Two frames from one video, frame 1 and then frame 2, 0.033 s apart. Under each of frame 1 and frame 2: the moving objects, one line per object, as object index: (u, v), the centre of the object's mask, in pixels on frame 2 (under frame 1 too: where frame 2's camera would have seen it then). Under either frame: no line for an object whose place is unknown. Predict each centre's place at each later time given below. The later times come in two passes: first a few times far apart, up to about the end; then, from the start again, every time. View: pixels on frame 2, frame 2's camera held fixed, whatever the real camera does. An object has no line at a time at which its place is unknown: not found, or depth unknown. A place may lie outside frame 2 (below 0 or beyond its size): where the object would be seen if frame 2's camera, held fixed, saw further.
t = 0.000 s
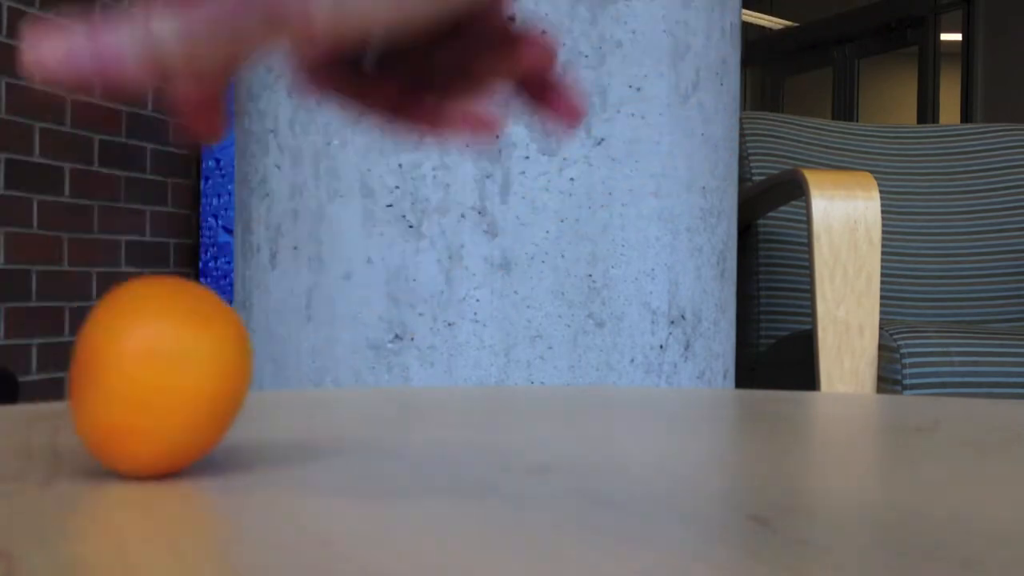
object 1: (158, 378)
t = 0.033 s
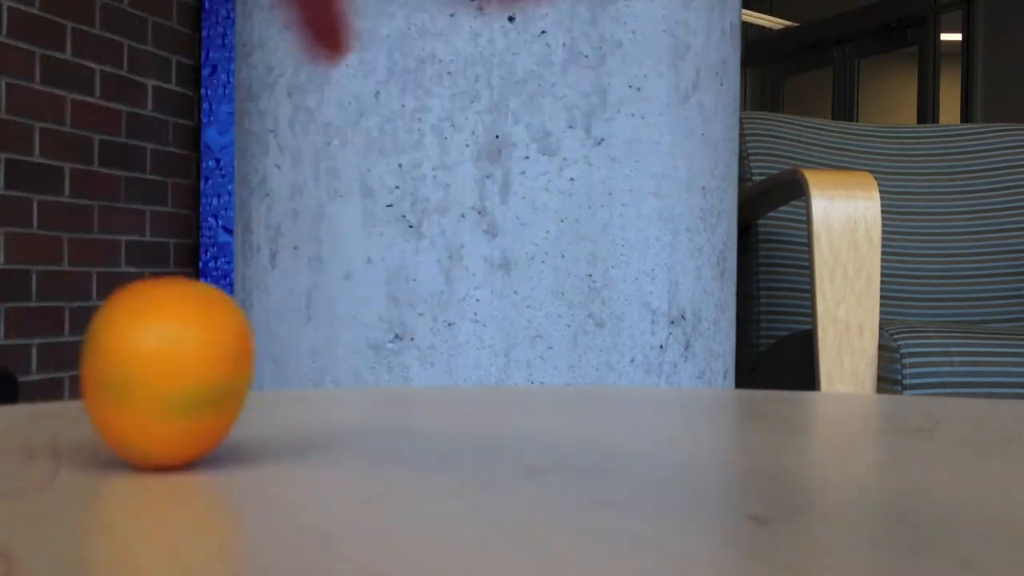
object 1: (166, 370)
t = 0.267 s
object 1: (287, 354)
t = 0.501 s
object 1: (428, 347)
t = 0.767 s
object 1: (597, 348)
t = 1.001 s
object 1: (734, 352)
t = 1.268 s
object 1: (855, 361)
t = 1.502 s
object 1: (885, 372)
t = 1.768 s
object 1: (811, 382)
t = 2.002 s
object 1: (711, 371)
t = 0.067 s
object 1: (182, 366)
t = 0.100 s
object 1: (197, 364)
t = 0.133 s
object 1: (217, 361)
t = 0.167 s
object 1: (233, 358)
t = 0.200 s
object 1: (250, 357)
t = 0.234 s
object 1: (270, 355)
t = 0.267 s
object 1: (287, 354)
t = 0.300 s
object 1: (306, 352)
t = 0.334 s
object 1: (324, 351)
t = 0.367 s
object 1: (346, 350)
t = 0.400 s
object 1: (366, 349)
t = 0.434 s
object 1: (387, 349)
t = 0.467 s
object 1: (409, 349)
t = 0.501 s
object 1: (428, 347)
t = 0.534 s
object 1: (450, 348)
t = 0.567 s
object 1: (471, 347)
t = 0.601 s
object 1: (493, 347)
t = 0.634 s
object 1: (514, 347)
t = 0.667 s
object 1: (536, 348)
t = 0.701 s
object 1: (555, 347)
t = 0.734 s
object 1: (576, 348)
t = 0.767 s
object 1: (597, 348)
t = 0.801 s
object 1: (615, 348)
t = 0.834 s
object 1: (635, 349)
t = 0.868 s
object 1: (655, 350)
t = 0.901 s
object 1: (675, 350)
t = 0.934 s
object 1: (694, 352)
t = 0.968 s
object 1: (714, 351)
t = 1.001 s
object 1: (734, 352)
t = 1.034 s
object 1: (753, 354)
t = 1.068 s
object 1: (770, 355)
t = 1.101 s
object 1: (786, 355)
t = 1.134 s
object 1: (801, 355)
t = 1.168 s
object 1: (815, 357)
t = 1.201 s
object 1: (829, 359)
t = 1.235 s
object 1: (844, 360)
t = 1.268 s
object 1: (855, 361)
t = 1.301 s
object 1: (865, 362)
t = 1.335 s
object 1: (872, 362)
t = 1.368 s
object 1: (880, 364)
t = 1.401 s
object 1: (885, 365)
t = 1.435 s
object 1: (889, 367)
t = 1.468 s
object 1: (890, 369)
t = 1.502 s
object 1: (885, 372)
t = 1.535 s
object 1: (880, 371)
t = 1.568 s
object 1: (874, 370)
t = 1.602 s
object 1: (867, 370)
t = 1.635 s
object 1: (864, 370)
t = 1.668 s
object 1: (856, 372)
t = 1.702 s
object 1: (849, 376)
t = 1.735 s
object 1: (831, 381)
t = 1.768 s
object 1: (811, 382)
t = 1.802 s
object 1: (788, 381)
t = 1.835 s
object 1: (767, 379)
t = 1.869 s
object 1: (750, 377)
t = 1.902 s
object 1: (738, 373)
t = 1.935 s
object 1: (729, 371)
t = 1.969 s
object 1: (720, 371)
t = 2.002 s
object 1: (711, 371)
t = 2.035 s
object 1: (699, 375)
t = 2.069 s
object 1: (684, 378)
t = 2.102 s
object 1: (666, 380)
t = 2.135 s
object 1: (642, 381)
